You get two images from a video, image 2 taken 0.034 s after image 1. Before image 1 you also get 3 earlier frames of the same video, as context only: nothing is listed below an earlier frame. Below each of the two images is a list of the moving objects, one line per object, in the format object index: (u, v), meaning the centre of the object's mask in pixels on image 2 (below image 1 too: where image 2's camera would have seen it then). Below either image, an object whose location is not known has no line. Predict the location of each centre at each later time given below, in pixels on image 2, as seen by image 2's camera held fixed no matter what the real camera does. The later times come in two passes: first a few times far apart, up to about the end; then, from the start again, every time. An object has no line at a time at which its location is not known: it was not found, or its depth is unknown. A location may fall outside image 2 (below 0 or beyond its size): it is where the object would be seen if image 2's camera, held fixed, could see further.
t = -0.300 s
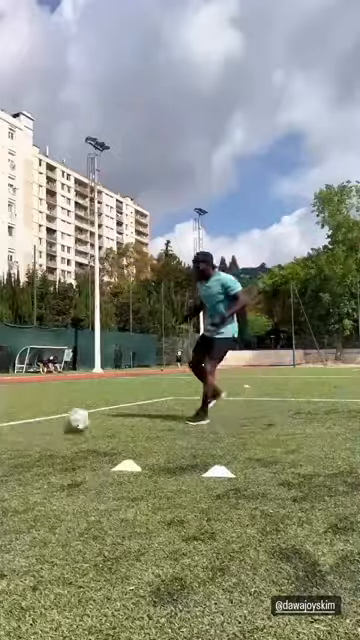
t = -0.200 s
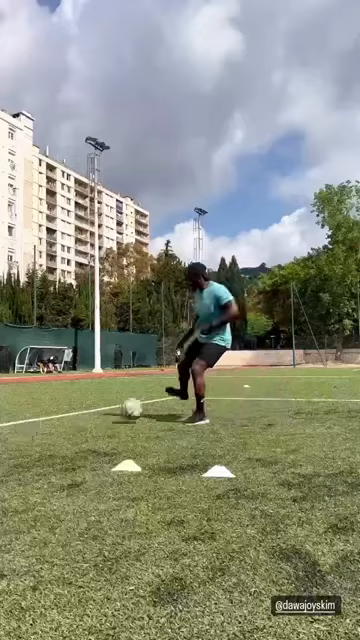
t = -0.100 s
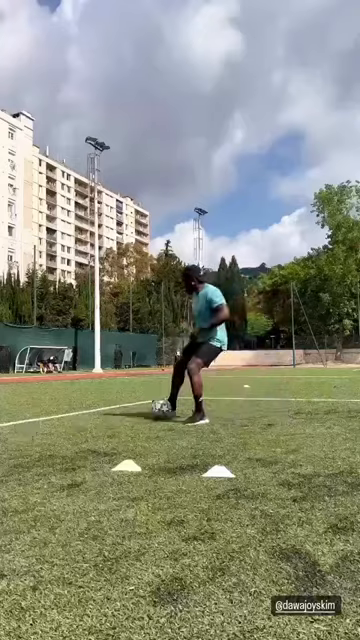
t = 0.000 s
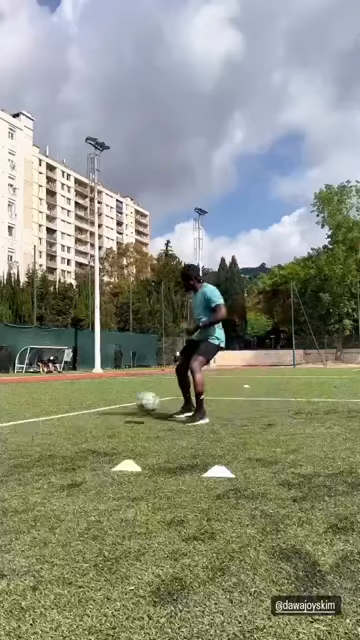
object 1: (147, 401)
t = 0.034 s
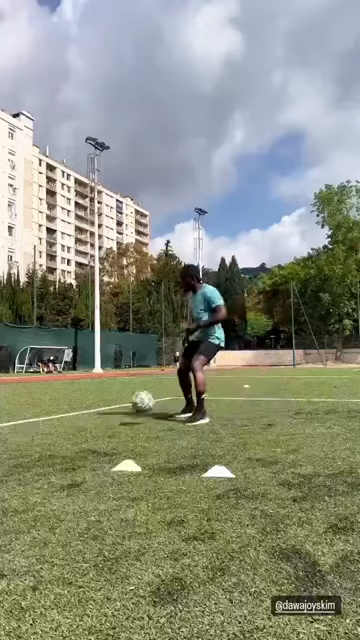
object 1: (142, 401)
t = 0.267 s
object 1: (100, 422)
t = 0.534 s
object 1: (30, 445)
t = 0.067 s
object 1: (137, 403)
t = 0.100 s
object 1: (132, 405)
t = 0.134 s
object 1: (125, 409)
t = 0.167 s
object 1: (120, 415)
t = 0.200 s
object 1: (113, 421)
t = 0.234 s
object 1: (106, 423)
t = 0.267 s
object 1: (100, 422)
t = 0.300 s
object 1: (93, 422)
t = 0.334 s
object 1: (85, 424)
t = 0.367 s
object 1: (78, 428)
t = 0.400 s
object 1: (69, 433)
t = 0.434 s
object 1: (60, 438)
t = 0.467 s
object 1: (50, 439)
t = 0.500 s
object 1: (40, 442)
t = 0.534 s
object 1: (30, 445)
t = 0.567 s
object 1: (18, 451)
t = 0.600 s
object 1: (12, 452)
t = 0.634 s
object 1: (5, 456)
